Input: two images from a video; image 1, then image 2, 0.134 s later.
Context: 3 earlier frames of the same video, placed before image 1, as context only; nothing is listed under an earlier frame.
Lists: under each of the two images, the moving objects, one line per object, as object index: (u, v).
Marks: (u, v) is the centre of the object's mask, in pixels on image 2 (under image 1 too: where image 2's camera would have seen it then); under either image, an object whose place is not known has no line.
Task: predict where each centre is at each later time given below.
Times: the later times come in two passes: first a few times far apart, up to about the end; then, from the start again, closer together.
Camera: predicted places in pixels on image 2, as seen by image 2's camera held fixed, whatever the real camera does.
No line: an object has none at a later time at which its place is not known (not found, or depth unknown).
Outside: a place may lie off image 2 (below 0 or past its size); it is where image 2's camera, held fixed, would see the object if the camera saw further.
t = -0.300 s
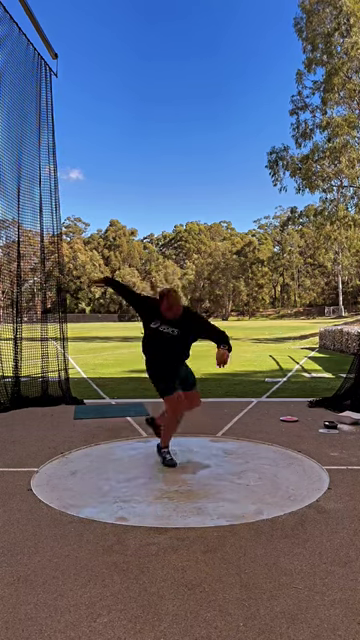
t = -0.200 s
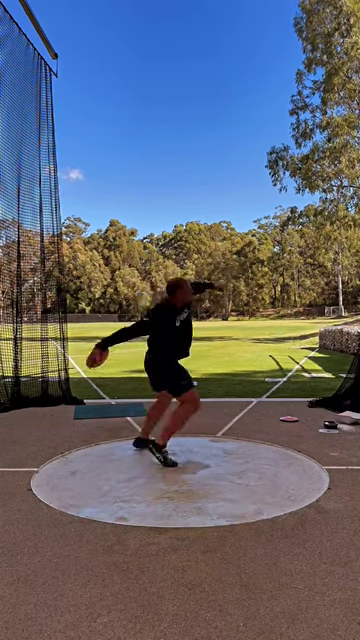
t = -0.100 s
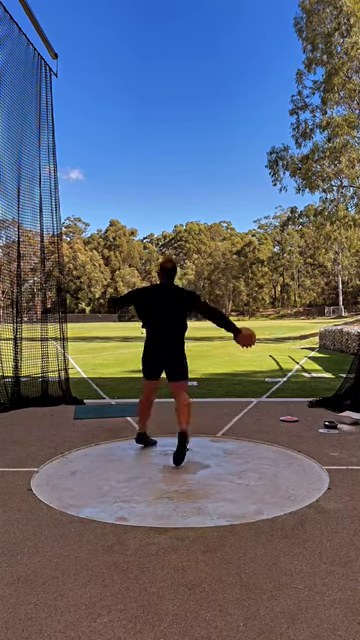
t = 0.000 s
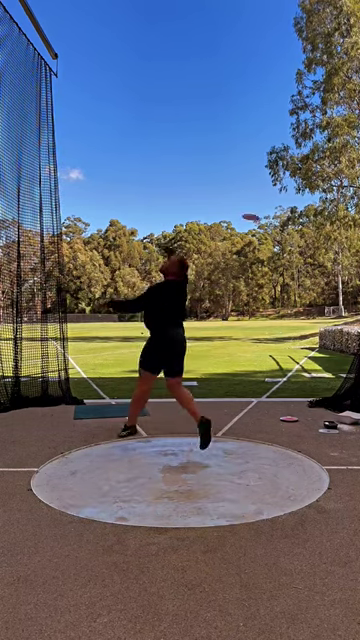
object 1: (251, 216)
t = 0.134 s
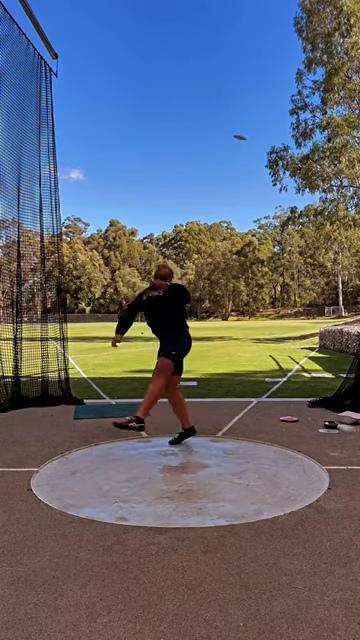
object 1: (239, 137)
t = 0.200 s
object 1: (235, 116)
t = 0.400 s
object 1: (228, 86)
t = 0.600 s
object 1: (224, 80)
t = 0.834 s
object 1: (221, 87)
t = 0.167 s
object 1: (237, 126)
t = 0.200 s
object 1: (235, 116)
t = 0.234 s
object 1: (234, 108)
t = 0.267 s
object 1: (233, 101)
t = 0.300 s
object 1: (231, 96)
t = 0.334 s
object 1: (230, 92)
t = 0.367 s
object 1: (230, 89)
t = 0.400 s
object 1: (228, 86)
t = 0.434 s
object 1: (228, 84)
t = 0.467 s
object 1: (226, 82)
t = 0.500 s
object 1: (226, 81)
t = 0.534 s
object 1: (225, 80)
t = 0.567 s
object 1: (224, 80)
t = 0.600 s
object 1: (224, 80)
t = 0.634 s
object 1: (223, 80)
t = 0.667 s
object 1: (223, 81)
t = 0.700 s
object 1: (222, 82)
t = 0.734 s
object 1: (222, 82)
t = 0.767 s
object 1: (221, 84)
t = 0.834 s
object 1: (221, 87)
